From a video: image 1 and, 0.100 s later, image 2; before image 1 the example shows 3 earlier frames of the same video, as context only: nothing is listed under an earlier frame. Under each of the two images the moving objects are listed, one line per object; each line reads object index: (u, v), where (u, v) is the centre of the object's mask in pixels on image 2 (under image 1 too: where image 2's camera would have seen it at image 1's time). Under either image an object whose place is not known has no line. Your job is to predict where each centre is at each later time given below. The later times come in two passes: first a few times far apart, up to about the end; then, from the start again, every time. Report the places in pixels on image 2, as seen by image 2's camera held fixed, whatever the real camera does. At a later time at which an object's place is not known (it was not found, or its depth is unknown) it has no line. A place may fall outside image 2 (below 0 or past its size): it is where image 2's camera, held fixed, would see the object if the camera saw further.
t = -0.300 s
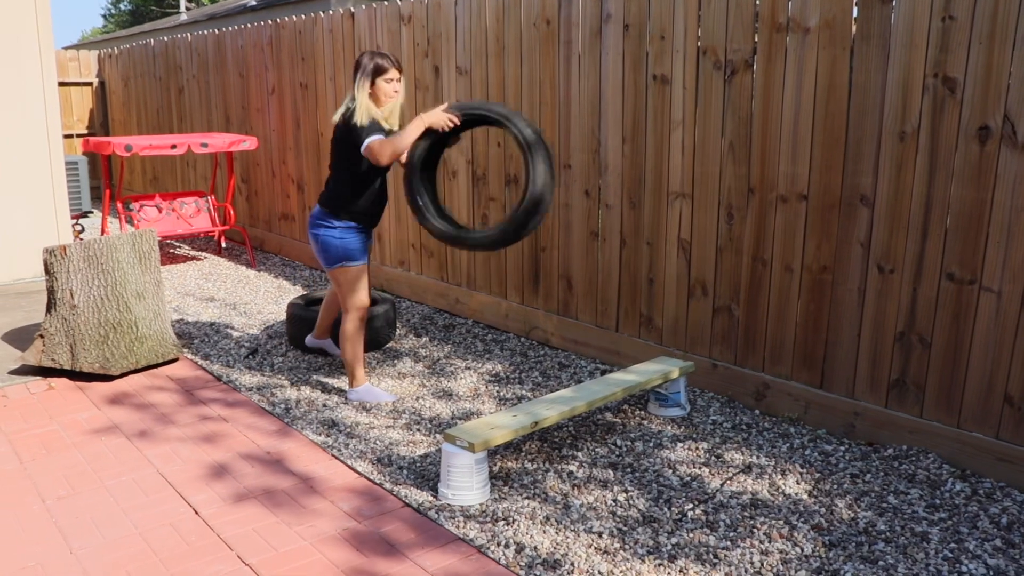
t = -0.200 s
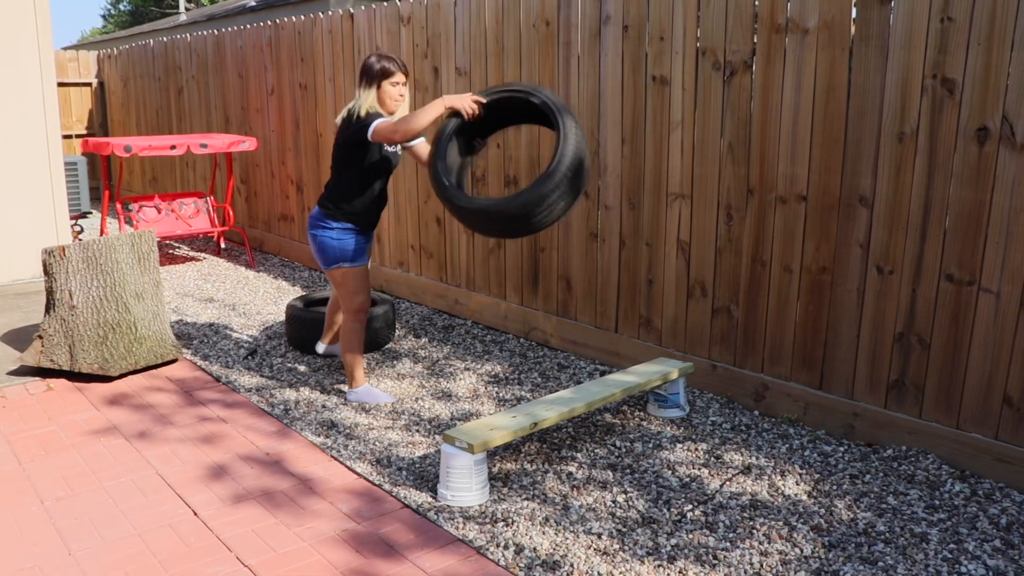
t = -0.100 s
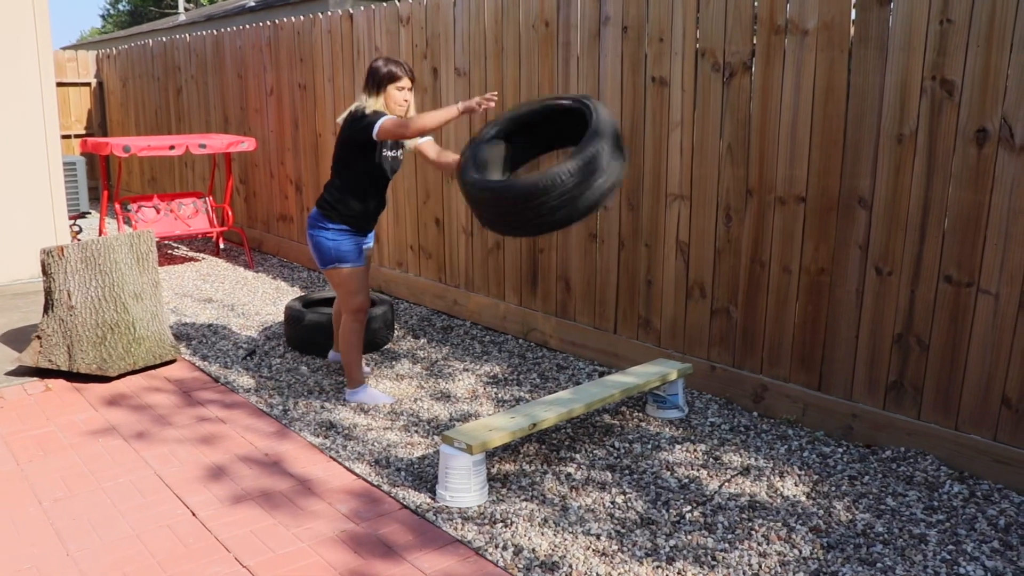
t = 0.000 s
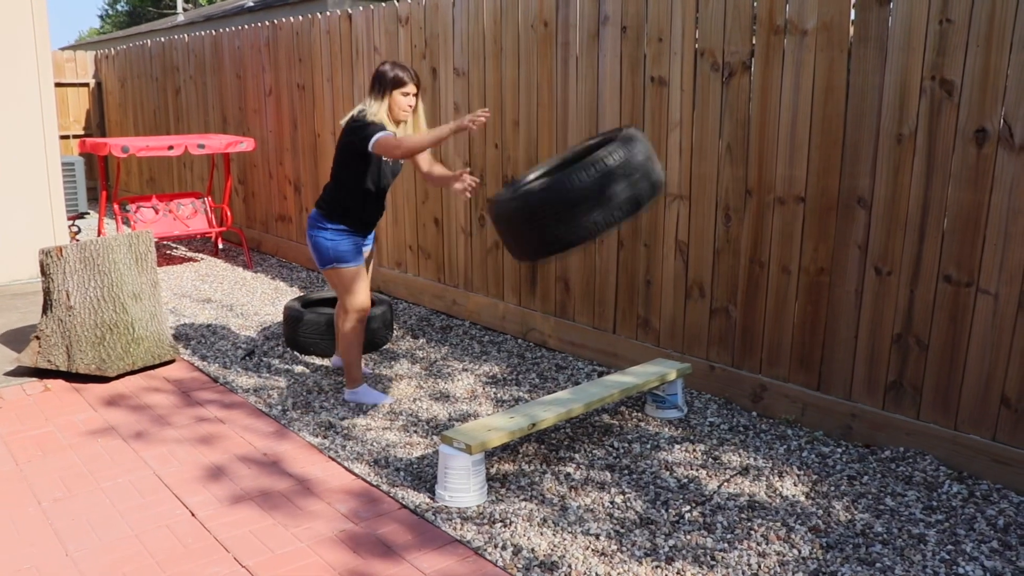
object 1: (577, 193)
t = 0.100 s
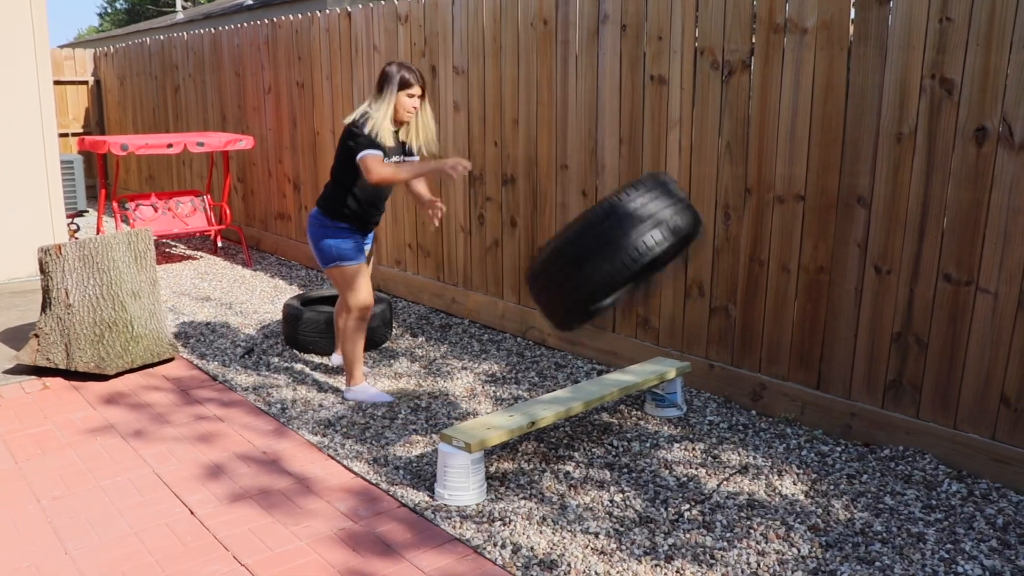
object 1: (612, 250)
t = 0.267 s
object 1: (678, 437)
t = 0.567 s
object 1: (753, 404)
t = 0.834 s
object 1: (814, 517)
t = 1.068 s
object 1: (854, 531)
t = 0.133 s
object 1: (625, 278)
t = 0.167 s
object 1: (638, 311)
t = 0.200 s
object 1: (652, 349)
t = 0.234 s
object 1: (666, 391)
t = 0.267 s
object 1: (678, 437)
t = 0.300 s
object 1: (685, 459)
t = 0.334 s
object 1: (693, 443)
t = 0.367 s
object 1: (702, 429)
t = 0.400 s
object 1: (710, 416)
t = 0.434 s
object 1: (719, 406)
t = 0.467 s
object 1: (727, 399)
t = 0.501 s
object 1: (735, 397)
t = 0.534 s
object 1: (744, 397)
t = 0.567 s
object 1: (753, 404)
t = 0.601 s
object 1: (764, 413)
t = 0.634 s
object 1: (772, 425)
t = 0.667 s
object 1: (779, 441)
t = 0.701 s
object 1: (786, 459)
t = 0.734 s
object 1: (793, 482)
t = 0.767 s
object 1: (801, 501)
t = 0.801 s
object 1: (808, 510)
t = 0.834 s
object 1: (814, 517)
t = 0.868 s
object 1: (820, 523)
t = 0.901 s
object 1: (825, 524)
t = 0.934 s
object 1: (832, 530)
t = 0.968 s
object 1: (842, 530)
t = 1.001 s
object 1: (850, 529)
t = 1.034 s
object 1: (850, 532)
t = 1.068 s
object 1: (854, 531)
